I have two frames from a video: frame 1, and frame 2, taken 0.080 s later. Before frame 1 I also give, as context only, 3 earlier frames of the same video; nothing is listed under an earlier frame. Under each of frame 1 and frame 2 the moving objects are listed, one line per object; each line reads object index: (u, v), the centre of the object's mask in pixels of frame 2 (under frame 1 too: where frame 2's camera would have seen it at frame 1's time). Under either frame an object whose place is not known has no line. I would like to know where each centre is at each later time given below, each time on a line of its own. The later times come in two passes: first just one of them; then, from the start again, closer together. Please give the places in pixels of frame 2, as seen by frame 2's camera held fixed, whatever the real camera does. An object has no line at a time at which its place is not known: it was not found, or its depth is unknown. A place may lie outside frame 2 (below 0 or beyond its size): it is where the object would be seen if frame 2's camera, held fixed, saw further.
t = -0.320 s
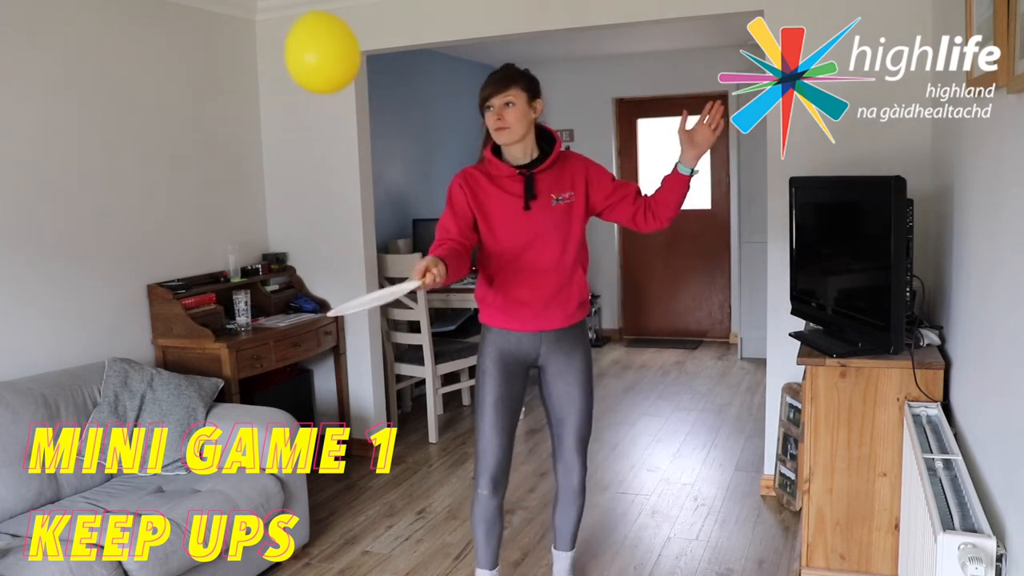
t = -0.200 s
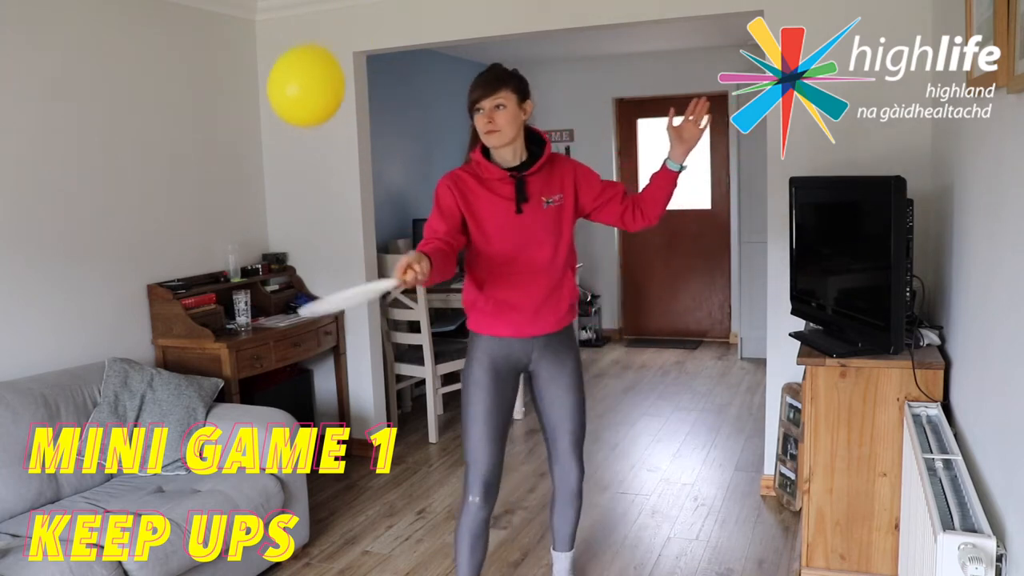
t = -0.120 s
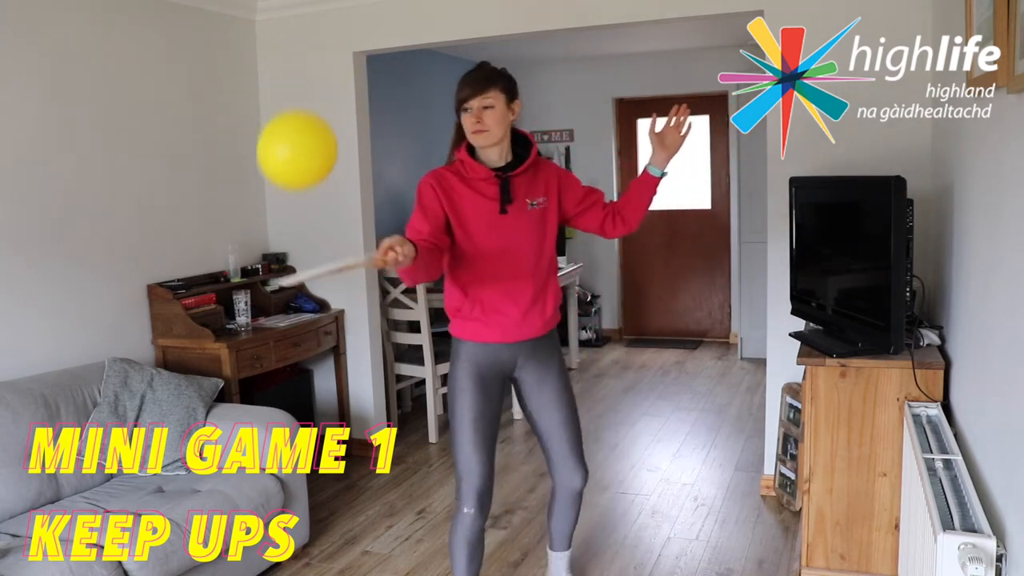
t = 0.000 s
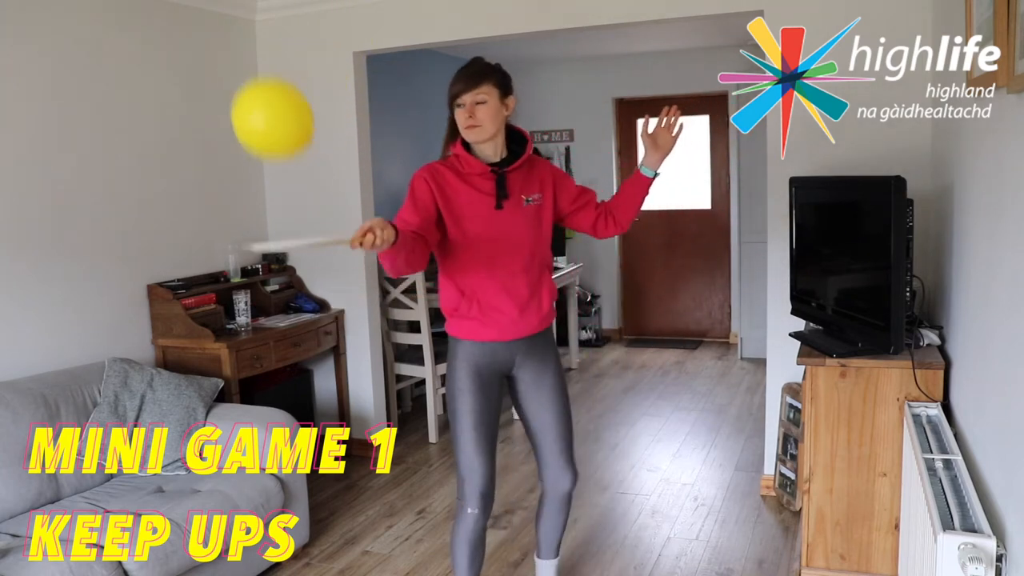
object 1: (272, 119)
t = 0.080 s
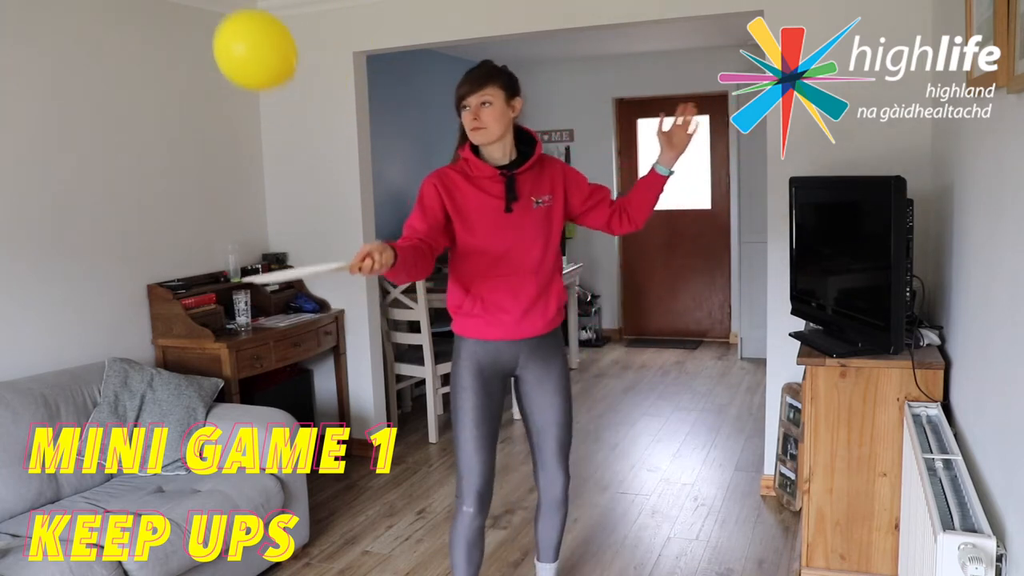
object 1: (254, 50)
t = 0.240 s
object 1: (237, 43)
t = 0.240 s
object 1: (237, 43)
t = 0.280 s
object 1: (237, 66)
